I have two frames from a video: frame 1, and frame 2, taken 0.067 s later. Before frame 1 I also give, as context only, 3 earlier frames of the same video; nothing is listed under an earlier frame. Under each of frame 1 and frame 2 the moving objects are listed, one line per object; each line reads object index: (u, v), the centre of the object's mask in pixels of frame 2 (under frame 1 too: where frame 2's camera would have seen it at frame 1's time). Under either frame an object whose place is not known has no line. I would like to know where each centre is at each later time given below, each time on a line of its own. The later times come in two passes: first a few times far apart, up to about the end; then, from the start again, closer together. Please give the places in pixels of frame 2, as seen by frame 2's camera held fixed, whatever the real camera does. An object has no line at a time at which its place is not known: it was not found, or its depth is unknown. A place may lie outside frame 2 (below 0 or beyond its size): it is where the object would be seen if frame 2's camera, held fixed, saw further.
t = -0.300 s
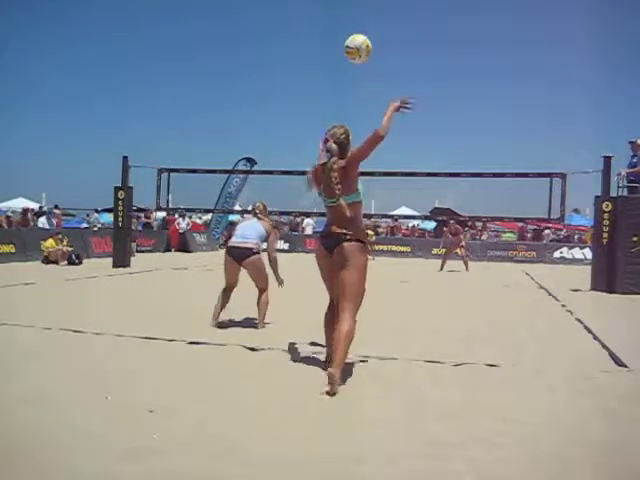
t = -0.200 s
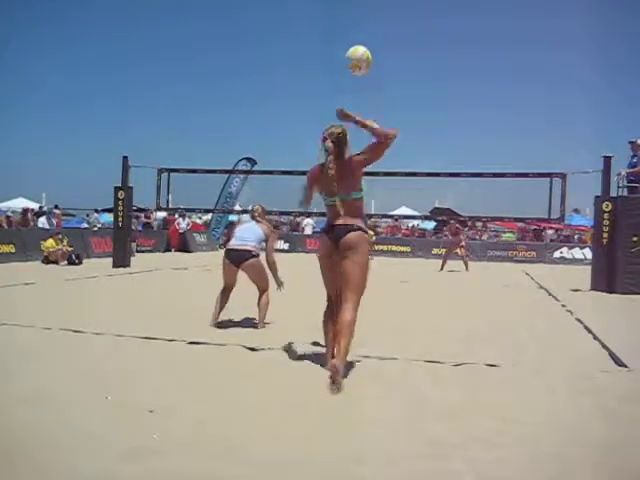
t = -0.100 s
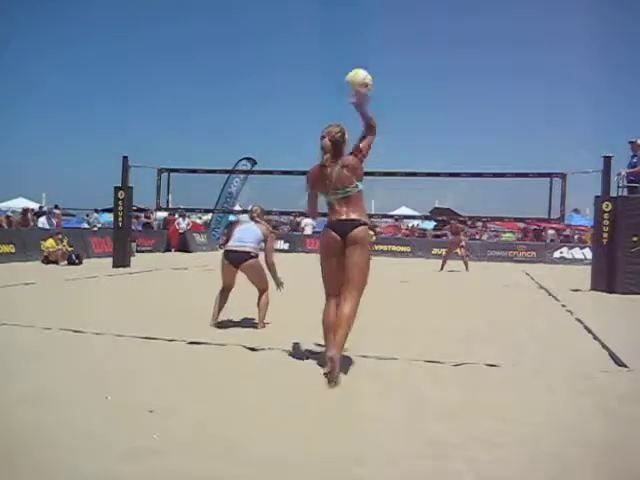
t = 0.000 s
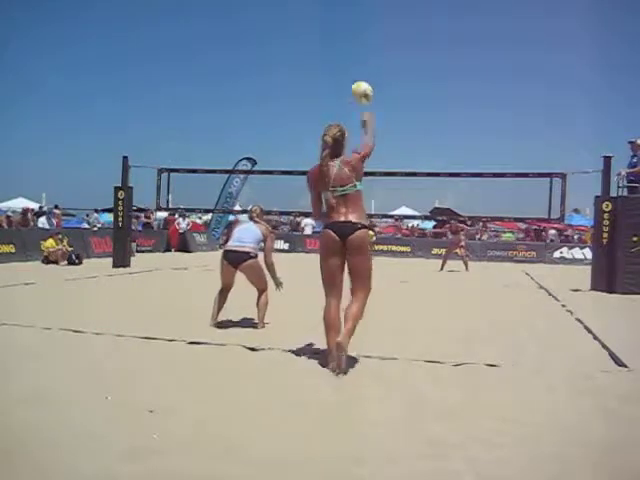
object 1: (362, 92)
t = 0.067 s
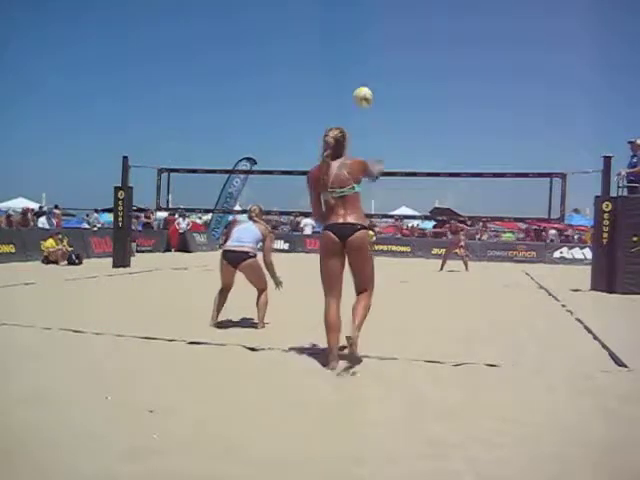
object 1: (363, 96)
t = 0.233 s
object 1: (363, 115)
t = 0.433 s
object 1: (361, 147)
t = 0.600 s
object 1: (364, 178)
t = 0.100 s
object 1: (363, 99)
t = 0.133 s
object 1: (364, 102)
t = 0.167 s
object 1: (363, 105)
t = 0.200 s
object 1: (364, 110)
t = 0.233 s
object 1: (363, 115)
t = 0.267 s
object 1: (363, 119)
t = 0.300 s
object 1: (363, 124)
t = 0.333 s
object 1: (362, 129)
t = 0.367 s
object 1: (362, 135)
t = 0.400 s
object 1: (362, 140)
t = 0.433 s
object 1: (361, 147)
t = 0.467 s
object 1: (362, 152)
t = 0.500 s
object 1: (361, 159)
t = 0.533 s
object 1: (360, 165)
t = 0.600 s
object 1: (364, 178)
